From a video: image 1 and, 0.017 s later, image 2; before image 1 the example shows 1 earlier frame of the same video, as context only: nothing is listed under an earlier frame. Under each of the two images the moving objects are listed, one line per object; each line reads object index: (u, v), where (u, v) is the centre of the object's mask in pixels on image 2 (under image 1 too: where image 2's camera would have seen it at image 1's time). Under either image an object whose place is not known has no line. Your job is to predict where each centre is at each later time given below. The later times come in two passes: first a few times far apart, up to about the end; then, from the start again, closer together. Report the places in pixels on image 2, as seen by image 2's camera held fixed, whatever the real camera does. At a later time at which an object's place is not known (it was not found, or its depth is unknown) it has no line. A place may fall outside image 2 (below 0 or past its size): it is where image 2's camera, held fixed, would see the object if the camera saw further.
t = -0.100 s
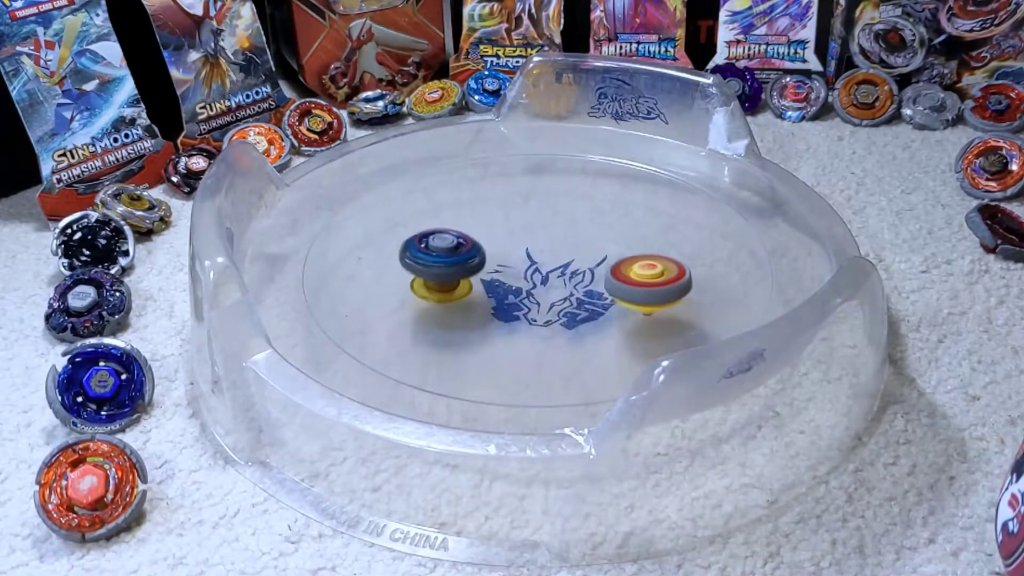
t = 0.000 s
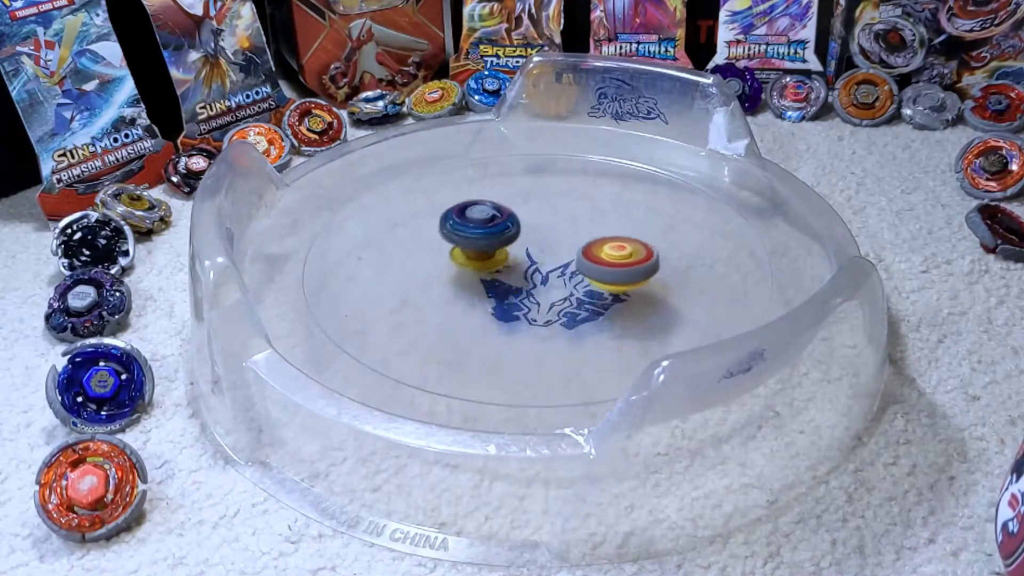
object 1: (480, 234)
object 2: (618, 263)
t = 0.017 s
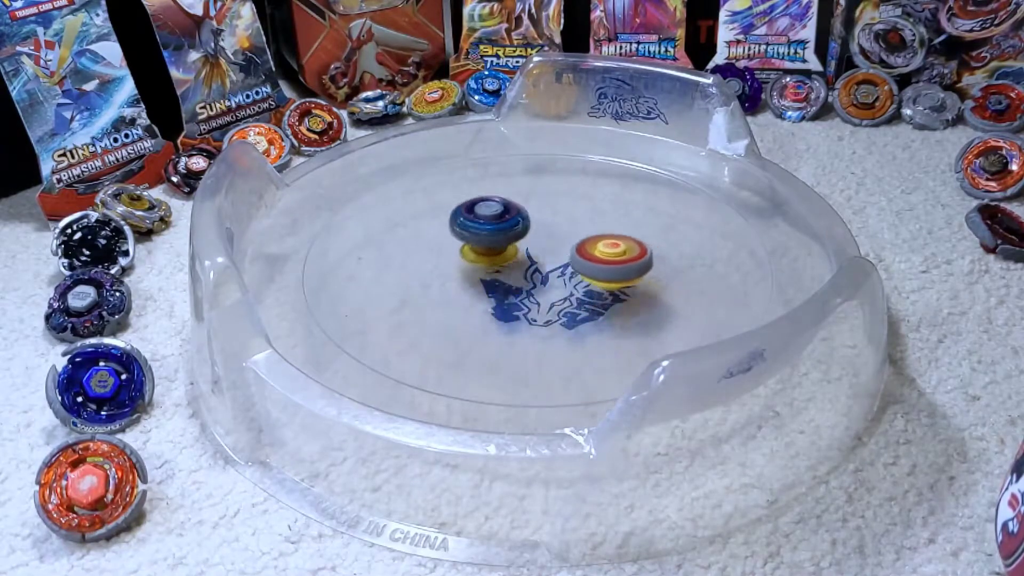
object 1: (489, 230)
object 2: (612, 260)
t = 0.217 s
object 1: (581, 180)
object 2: (555, 263)
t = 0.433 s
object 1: (647, 205)
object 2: (488, 266)
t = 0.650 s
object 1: (555, 281)
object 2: (463, 285)
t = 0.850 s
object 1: (614, 294)
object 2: (338, 276)
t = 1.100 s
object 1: (558, 300)
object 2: (408, 313)
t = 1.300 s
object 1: (541, 244)
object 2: (523, 306)
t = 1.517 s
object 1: (603, 196)
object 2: (582, 250)
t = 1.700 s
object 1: (681, 146)
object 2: (540, 268)
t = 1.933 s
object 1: (680, 164)
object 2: (566, 244)
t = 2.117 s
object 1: (628, 220)
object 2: (531, 233)
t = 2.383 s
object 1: (597, 303)
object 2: (428, 243)
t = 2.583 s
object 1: (502, 325)
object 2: (445, 282)
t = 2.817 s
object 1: (496, 338)
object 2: (492, 264)
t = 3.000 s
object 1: (532, 313)
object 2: (534, 259)
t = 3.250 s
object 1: (640, 265)
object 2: (556, 231)
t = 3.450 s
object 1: (694, 242)
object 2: (541, 215)
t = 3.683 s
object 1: (612, 242)
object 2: (525, 230)
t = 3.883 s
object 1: (587, 246)
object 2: (469, 248)
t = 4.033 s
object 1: (544, 242)
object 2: (480, 276)
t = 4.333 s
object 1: (506, 231)
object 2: (560, 296)
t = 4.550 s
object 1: (523, 258)
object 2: (607, 277)
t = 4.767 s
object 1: (517, 287)
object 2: (601, 249)
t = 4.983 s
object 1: (514, 288)
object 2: (555, 237)
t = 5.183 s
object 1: (533, 293)
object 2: (512, 229)
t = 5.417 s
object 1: (548, 290)
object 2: (475, 245)
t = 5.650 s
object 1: (589, 265)
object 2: (490, 269)
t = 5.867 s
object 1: (617, 253)
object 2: (535, 277)
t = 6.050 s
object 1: (653, 242)
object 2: (541, 279)
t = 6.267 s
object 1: (654, 239)
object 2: (506, 276)
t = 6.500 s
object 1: (615, 241)
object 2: (490, 285)
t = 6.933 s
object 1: (460, 216)
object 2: (525, 270)
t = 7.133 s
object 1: (456, 211)
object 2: (563, 263)
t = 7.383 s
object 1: (498, 241)
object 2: (601, 241)
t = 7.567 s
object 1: (542, 284)
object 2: (600, 227)
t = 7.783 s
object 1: (575, 316)
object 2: (570, 233)
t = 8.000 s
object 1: (562, 302)
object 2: (547, 252)
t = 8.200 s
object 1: (558, 314)
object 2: (519, 225)
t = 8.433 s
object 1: (545, 297)
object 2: (467, 229)
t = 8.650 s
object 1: (559, 249)
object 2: (468, 256)
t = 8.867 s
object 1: (586, 211)
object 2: (516, 273)
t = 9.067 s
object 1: (594, 216)
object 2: (569, 272)
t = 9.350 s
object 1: (565, 227)
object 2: (614, 291)
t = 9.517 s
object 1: (508, 249)
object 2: (635, 282)
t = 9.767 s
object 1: (450, 263)
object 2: (603, 268)
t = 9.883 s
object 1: (464, 269)
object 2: (575, 265)
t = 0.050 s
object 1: (510, 224)
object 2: (598, 255)
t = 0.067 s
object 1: (521, 222)
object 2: (591, 253)
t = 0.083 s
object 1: (530, 216)
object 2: (585, 252)
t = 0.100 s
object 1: (536, 208)
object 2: (585, 254)
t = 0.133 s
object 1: (550, 197)
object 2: (581, 259)
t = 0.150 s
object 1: (556, 192)
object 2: (578, 261)
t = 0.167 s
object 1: (563, 188)
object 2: (572, 262)
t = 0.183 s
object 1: (568, 185)
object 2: (567, 263)
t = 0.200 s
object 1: (574, 182)
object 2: (561, 263)
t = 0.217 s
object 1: (581, 180)
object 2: (555, 263)
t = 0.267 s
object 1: (601, 177)
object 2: (537, 261)
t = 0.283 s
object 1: (607, 177)
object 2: (531, 261)
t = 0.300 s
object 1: (614, 178)
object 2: (526, 261)
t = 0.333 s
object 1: (625, 181)
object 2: (515, 262)
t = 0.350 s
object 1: (630, 183)
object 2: (510, 262)
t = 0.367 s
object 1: (635, 187)
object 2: (506, 262)
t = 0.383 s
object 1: (639, 190)
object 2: (501, 263)
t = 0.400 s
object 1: (642, 194)
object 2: (497, 264)
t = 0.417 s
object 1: (645, 199)
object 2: (493, 265)
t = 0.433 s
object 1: (647, 205)
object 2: (488, 266)
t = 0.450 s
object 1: (648, 211)
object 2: (484, 267)
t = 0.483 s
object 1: (644, 224)
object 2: (477, 269)
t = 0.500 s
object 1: (641, 231)
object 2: (474, 270)
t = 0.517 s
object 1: (635, 238)
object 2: (471, 271)
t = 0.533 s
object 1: (629, 245)
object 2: (469, 273)
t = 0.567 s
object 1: (612, 258)
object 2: (465, 276)
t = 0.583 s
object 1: (603, 264)
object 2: (464, 278)
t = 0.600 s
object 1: (592, 269)
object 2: (463, 280)
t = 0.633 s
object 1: (568, 277)
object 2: (463, 283)
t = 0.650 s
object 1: (555, 281)
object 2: (463, 285)
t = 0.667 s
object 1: (554, 280)
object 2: (452, 284)
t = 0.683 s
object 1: (563, 277)
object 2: (432, 279)
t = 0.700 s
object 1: (575, 280)
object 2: (412, 279)
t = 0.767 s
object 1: (603, 289)
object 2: (357, 274)
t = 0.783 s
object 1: (606, 289)
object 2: (349, 273)
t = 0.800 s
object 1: (609, 289)
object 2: (343, 273)
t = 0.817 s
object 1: (611, 291)
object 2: (340, 273)
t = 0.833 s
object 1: (613, 292)
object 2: (338, 274)
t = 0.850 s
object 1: (614, 294)
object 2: (338, 276)
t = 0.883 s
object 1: (617, 297)
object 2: (340, 281)
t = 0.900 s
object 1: (617, 299)
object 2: (341, 284)
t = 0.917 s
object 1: (616, 301)
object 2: (343, 287)
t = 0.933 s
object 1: (614, 303)
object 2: (346, 290)
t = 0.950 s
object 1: (611, 305)
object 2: (349, 292)
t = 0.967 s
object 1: (608, 306)
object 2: (353, 295)
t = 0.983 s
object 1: (603, 307)
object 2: (358, 298)
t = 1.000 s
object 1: (597, 308)
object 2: (363, 301)
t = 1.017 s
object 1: (591, 308)
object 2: (369, 303)
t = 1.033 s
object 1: (584, 308)
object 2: (376, 305)
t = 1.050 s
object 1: (578, 307)
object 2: (383, 307)
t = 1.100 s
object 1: (558, 300)
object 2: (408, 313)
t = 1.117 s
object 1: (552, 297)
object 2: (417, 315)
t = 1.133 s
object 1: (549, 293)
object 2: (427, 316)
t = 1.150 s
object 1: (545, 289)
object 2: (437, 317)
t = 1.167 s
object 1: (541, 285)
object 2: (447, 318)
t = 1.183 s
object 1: (539, 282)
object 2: (457, 318)
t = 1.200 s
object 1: (537, 278)
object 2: (468, 317)
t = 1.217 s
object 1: (537, 271)
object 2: (478, 316)
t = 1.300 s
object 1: (541, 244)
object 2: (523, 306)
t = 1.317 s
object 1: (542, 238)
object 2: (530, 303)
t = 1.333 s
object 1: (545, 234)
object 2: (537, 300)
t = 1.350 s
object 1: (548, 230)
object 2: (544, 297)
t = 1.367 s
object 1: (552, 225)
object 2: (549, 293)
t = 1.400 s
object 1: (560, 217)
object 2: (560, 284)
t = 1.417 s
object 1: (565, 212)
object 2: (564, 280)
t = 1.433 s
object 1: (571, 209)
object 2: (569, 275)
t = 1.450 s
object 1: (577, 205)
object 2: (573, 270)
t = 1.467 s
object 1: (583, 203)
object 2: (576, 265)
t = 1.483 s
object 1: (590, 200)
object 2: (579, 260)
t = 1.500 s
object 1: (596, 198)
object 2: (580, 255)
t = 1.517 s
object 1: (603, 196)
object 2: (582, 250)
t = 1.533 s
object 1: (611, 193)
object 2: (581, 249)
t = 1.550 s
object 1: (622, 182)
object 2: (576, 251)
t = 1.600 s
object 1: (652, 157)
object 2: (559, 261)
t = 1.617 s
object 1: (660, 151)
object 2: (554, 263)
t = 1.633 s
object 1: (668, 147)
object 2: (549, 264)
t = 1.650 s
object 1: (671, 146)
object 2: (545, 267)
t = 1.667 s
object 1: (675, 146)
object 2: (542, 267)
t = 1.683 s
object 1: (678, 146)
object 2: (540, 268)
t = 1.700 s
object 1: (681, 146)
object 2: (540, 268)
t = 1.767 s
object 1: (694, 145)
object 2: (548, 262)
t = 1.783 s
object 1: (695, 145)
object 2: (550, 261)
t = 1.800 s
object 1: (695, 145)
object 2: (553, 259)
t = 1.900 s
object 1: (687, 153)
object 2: (565, 247)
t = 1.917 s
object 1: (684, 158)
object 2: (566, 246)
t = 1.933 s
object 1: (680, 164)
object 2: (566, 244)
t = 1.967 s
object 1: (671, 173)
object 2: (567, 241)
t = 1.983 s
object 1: (665, 178)
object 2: (567, 239)
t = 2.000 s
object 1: (658, 184)
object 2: (566, 238)
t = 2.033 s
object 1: (643, 195)
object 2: (565, 232)
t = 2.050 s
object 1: (635, 201)
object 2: (564, 231)
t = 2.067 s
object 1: (634, 204)
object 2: (556, 230)
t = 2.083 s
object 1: (633, 210)
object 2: (548, 231)
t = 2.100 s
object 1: (631, 215)
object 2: (539, 234)
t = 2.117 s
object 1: (628, 220)
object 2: (531, 233)
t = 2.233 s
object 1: (583, 253)
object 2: (499, 244)
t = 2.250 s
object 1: (578, 258)
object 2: (495, 245)
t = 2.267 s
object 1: (585, 262)
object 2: (482, 240)
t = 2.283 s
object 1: (594, 271)
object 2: (468, 239)
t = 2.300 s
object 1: (599, 278)
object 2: (456, 240)
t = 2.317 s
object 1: (601, 283)
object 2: (448, 237)
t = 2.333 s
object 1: (603, 289)
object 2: (440, 238)
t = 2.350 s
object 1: (602, 294)
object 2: (435, 239)
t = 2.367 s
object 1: (600, 299)
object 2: (430, 240)
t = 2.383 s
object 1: (597, 303)
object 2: (428, 243)
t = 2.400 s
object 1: (593, 308)
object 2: (426, 246)
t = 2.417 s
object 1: (588, 312)
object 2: (425, 249)
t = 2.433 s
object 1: (582, 316)
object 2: (425, 253)
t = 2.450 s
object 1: (575, 319)
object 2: (425, 257)
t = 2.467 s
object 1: (567, 322)
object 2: (426, 260)
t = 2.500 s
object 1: (550, 326)
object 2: (430, 267)
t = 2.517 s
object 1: (540, 327)
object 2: (432, 271)
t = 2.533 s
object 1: (531, 328)
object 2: (435, 274)
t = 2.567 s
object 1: (511, 327)
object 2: (443, 280)
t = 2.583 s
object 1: (502, 325)
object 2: (445, 282)
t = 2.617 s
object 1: (486, 321)
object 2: (448, 278)
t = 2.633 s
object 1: (485, 322)
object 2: (450, 273)
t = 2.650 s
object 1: (484, 328)
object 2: (453, 272)
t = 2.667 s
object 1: (483, 333)
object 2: (456, 270)
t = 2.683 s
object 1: (483, 334)
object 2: (460, 268)
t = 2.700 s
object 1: (485, 334)
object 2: (464, 266)
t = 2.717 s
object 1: (486, 334)
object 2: (468, 265)
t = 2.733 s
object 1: (488, 334)
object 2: (472, 263)
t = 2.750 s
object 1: (491, 335)
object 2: (477, 263)
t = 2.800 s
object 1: (496, 337)
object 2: (489, 264)
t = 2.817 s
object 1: (496, 338)
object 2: (492, 264)
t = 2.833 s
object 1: (497, 337)
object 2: (496, 265)
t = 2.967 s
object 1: (521, 321)
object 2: (526, 262)
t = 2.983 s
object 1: (525, 318)
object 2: (530, 261)
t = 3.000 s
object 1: (532, 313)
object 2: (534, 259)
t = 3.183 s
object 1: (609, 279)
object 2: (555, 237)
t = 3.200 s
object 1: (617, 275)
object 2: (556, 236)
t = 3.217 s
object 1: (625, 271)
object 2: (556, 234)
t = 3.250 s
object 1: (640, 265)
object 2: (556, 231)
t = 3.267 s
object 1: (647, 262)
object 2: (556, 229)
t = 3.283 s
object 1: (653, 259)
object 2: (555, 227)
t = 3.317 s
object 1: (666, 253)
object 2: (553, 224)
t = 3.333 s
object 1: (672, 251)
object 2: (552, 221)
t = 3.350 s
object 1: (677, 248)
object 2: (551, 221)
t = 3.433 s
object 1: (693, 242)
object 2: (543, 216)
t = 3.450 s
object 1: (694, 242)
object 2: (541, 215)
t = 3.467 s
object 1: (693, 242)
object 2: (539, 215)
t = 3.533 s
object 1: (680, 245)
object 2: (531, 217)
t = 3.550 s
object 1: (675, 246)
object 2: (530, 217)
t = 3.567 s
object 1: (669, 246)
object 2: (528, 219)
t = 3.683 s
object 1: (612, 242)
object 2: (525, 230)
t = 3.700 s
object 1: (604, 241)
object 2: (524, 232)
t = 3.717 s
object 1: (607, 241)
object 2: (514, 231)
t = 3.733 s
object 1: (610, 241)
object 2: (503, 230)
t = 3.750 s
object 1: (611, 242)
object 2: (494, 230)
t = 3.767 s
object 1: (611, 242)
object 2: (487, 230)
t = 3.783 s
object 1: (609, 243)
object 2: (481, 231)
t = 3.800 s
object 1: (607, 244)
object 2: (477, 233)
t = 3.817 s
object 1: (604, 245)
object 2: (475, 235)
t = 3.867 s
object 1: (592, 246)
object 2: (470, 245)
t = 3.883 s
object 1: (587, 246)
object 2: (469, 248)
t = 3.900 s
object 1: (583, 246)
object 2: (469, 251)
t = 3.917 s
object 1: (578, 247)
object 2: (469, 254)
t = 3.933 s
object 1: (573, 247)
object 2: (469, 257)
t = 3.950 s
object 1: (568, 247)
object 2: (470, 260)
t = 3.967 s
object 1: (563, 246)
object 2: (471, 263)
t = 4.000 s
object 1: (552, 244)
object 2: (475, 270)
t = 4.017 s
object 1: (548, 243)
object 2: (477, 273)
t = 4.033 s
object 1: (544, 242)
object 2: (480, 276)
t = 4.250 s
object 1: (506, 230)
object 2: (536, 295)
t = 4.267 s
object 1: (505, 230)
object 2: (540, 296)
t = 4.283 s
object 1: (506, 230)
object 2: (545, 296)
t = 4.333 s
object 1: (506, 231)
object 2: (560, 296)
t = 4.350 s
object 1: (507, 231)
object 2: (565, 295)
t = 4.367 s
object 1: (509, 231)
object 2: (570, 294)
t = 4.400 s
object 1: (513, 234)
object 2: (579, 292)
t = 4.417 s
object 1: (515, 236)
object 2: (583, 291)
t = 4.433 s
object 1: (516, 238)
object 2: (586, 290)
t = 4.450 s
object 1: (519, 240)
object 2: (590, 288)
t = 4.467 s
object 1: (519, 243)
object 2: (594, 286)
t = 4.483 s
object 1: (521, 246)
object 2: (597, 284)
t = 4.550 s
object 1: (523, 258)
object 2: (607, 277)
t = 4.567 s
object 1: (523, 260)
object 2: (609, 275)
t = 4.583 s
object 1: (524, 263)
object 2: (609, 273)
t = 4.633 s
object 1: (524, 269)
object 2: (611, 266)
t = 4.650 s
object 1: (524, 272)
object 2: (611, 264)
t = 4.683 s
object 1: (523, 278)
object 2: (610, 259)
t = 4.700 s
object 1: (522, 280)
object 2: (609, 257)
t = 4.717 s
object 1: (520, 282)
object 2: (607, 255)
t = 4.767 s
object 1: (517, 287)
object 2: (601, 249)
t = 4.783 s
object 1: (516, 288)
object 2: (598, 247)
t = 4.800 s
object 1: (516, 288)
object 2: (596, 246)
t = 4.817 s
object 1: (515, 289)
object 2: (593, 244)
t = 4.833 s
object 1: (515, 290)
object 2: (589, 243)
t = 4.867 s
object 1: (514, 290)
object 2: (583, 242)
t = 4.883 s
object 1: (514, 291)
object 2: (579, 241)
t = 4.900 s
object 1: (514, 290)
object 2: (575, 240)
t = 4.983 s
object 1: (514, 288)
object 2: (555, 237)
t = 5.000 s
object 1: (515, 288)
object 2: (551, 237)
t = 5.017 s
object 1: (517, 287)
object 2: (548, 236)
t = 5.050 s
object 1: (521, 284)
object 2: (540, 234)
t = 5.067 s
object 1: (523, 284)
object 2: (537, 234)
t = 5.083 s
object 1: (525, 285)
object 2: (532, 232)
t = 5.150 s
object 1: (530, 291)
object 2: (520, 229)
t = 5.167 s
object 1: (530, 292)
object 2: (516, 229)
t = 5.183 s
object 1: (533, 293)
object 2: (512, 229)
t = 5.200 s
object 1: (534, 294)
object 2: (508, 230)
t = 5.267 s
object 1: (542, 295)
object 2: (494, 232)
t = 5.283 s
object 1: (543, 296)
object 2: (491, 233)
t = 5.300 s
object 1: (544, 296)
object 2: (488, 234)
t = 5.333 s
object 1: (544, 296)
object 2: (483, 237)
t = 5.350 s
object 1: (546, 295)
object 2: (481, 238)
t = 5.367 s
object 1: (546, 294)
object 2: (479, 240)
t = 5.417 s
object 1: (548, 290)
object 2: (475, 245)
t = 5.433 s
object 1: (549, 289)
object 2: (474, 247)
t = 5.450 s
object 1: (550, 287)
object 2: (475, 249)
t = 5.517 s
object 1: (560, 278)
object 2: (478, 258)
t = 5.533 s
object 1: (562, 276)
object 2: (479, 260)
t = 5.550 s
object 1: (565, 274)
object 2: (481, 261)
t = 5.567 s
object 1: (567, 273)
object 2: (483, 263)
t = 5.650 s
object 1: (589, 265)
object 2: (490, 269)
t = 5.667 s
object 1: (593, 263)
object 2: (492, 271)
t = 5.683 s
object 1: (596, 262)
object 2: (496, 272)
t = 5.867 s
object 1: (617, 253)
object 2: (535, 277)
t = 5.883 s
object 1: (618, 252)
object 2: (538, 277)
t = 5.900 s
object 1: (625, 249)
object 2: (534, 278)
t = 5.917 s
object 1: (631, 247)
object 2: (530, 278)
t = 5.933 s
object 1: (636, 246)
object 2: (529, 279)
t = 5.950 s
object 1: (641, 244)
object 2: (529, 278)
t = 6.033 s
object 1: (652, 242)
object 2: (539, 279)
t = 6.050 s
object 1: (653, 242)
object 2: (541, 279)
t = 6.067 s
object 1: (653, 242)
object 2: (543, 278)
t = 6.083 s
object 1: (652, 243)
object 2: (546, 278)
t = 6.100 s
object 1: (651, 243)
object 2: (548, 277)
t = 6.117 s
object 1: (648, 244)
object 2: (550, 276)
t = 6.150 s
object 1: (640, 247)
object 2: (554, 274)
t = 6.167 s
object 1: (636, 248)
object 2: (555, 273)
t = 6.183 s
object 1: (636, 246)
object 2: (551, 273)
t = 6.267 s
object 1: (654, 239)
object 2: (506, 276)
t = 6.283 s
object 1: (656, 238)
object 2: (503, 276)
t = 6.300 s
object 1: (656, 237)
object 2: (500, 277)
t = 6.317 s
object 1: (655, 237)
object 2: (498, 278)
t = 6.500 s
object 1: (615, 241)
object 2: (490, 285)
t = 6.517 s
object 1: (609, 241)
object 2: (490, 286)
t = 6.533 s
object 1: (602, 242)
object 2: (491, 286)
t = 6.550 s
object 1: (594, 241)
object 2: (491, 287)
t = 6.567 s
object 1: (587, 242)
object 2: (492, 287)
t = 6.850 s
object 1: (472, 221)
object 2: (518, 277)
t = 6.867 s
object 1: (468, 220)
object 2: (520, 276)
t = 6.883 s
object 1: (465, 219)
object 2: (521, 274)
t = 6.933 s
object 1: (460, 216)
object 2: (525, 270)
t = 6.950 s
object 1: (459, 215)
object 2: (526, 268)
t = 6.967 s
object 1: (459, 215)
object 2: (527, 267)
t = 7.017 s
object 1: (463, 217)
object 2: (530, 262)
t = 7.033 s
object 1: (464, 218)
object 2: (531, 260)
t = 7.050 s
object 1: (466, 220)
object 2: (531, 258)
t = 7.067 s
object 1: (467, 220)
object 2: (532, 257)
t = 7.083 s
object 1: (462, 217)
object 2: (542, 259)
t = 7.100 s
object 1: (458, 215)
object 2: (551, 261)
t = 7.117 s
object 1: (456, 212)
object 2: (558, 261)
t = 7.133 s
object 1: (456, 211)
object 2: (563, 263)
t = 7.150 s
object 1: (456, 211)
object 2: (568, 262)
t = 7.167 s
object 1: (457, 211)
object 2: (572, 262)
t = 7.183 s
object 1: (458, 211)
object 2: (575, 261)
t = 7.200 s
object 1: (459, 212)
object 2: (578, 260)
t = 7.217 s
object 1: (461, 213)
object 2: (581, 258)
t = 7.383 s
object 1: (498, 241)
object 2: (601, 241)
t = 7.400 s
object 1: (503, 246)
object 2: (603, 240)
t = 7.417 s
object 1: (507, 250)
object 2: (603, 238)
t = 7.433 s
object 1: (511, 254)
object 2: (604, 237)
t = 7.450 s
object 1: (514, 258)
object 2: (604, 236)
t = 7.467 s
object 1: (518, 262)
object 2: (604, 234)
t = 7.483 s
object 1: (523, 266)
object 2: (604, 232)
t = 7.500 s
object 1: (527, 269)
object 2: (604, 231)
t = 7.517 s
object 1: (530, 273)
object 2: (603, 230)
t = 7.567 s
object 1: (542, 284)
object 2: (600, 227)
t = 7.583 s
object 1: (546, 287)
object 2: (598, 226)
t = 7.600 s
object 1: (550, 291)
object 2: (596, 226)
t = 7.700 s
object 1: (569, 308)
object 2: (583, 228)
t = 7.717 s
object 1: (571, 309)
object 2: (580, 228)
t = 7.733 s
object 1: (571, 311)
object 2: (577, 230)
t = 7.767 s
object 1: (573, 314)
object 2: (572, 232)
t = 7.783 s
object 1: (575, 316)
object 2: (570, 233)
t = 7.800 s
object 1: (575, 316)
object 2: (568, 235)
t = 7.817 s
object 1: (575, 317)
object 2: (566, 237)
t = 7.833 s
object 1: (575, 317)
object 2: (564, 239)
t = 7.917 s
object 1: (568, 314)
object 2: (555, 247)
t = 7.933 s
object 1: (566, 312)
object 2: (553, 249)
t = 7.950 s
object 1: (566, 310)
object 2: (551, 251)
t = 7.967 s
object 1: (565, 308)
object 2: (550, 251)
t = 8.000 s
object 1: (562, 302)
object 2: (547, 252)
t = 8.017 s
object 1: (561, 300)
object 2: (544, 252)
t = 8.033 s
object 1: (561, 299)
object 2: (543, 251)
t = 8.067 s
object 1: (559, 298)
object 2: (542, 250)
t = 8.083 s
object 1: (559, 297)
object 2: (540, 250)
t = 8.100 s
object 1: (560, 300)
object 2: (539, 246)
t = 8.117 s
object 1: (563, 304)
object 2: (536, 243)
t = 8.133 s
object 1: (562, 307)
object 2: (533, 238)
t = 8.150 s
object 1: (561, 310)
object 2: (530, 233)
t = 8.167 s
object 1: (560, 312)
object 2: (526, 229)
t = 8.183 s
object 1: (559, 313)
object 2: (523, 226)
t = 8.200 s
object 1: (558, 314)
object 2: (519, 225)
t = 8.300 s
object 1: (550, 312)
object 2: (493, 223)
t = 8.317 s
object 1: (548, 311)
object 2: (489, 223)
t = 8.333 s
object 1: (548, 310)
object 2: (485, 224)
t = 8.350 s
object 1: (547, 308)
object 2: (482, 225)
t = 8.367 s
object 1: (546, 307)
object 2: (479, 225)
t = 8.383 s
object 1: (546, 304)
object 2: (475, 226)
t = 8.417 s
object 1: (546, 300)
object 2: (470, 228)
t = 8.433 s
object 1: (545, 297)
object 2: (467, 229)
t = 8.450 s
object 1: (545, 294)
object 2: (465, 231)
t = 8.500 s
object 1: (546, 284)
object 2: (461, 237)
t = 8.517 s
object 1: (545, 281)
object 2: (460, 239)
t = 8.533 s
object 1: (546, 276)
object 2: (460, 241)
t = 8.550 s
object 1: (548, 272)
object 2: (460, 243)
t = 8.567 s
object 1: (550, 268)
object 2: (461, 246)
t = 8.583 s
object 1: (552, 264)
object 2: (461, 248)
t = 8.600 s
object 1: (554, 261)
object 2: (462, 250)
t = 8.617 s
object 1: (556, 256)
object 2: (464, 252)
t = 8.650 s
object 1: (559, 249)
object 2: (468, 256)
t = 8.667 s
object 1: (561, 245)
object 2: (471, 258)
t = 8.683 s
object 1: (564, 241)
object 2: (474, 260)
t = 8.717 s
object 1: (568, 233)
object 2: (480, 263)
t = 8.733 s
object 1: (571, 229)
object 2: (483, 265)
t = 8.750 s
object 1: (573, 226)
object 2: (486, 266)
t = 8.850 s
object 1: (585, 213)
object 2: (512, 272)
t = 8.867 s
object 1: (586, 211)
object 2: (516, 273)
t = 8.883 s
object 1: (588, 211)
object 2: (521, 274)
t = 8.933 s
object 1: (594, 209)
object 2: (536, 275)
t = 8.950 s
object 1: (595, 209)
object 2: (541, 274)
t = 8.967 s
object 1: (596, 210)
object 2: (545, 274)
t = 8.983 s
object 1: (596, 211)
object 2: (550, 274)
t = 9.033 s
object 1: (596, 215)
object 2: (563, 272)
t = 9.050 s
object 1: (595, 216)
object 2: (567, 271)
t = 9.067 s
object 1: (594, 216)
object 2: (569, 272)
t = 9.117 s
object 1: (595, 212)
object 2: (571, 285)
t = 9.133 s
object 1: (595, 212)
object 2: (572, 288)
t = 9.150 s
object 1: (595, 211)
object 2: (574, 289)
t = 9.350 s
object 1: (565, 227)
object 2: (614, 291)
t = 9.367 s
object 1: (559, 230)
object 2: (617, 291)
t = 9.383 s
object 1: (553, 232)
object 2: (620, 290)
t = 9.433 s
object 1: (537, 238)
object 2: (628, 288)
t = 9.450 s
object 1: (531, 241)
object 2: (630, 287)
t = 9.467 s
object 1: (525, 243)
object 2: (632, 286)
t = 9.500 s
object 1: (514, 247)
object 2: (634, 284)
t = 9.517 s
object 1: (508, 249)
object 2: (635, 282)
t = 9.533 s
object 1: (503, 249)
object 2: (635, 282)
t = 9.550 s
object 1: (498, 251)
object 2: (635, 280)
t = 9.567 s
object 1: (492, 253)
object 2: (635, 279)
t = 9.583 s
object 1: (486, 254)
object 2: (634, 278)
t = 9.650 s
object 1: (468, 258)
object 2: (626, 273)
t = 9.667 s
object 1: (464, 260)
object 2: (624, 272)
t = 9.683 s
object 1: (460, 260)
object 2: (621, 272)
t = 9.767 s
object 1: (450, 263)
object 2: (603, 268)
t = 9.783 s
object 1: (449, 264)
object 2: (600, 268)
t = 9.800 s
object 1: (451, 264)
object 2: (596, 267)
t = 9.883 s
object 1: (464, 269)
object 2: (575, 265)
